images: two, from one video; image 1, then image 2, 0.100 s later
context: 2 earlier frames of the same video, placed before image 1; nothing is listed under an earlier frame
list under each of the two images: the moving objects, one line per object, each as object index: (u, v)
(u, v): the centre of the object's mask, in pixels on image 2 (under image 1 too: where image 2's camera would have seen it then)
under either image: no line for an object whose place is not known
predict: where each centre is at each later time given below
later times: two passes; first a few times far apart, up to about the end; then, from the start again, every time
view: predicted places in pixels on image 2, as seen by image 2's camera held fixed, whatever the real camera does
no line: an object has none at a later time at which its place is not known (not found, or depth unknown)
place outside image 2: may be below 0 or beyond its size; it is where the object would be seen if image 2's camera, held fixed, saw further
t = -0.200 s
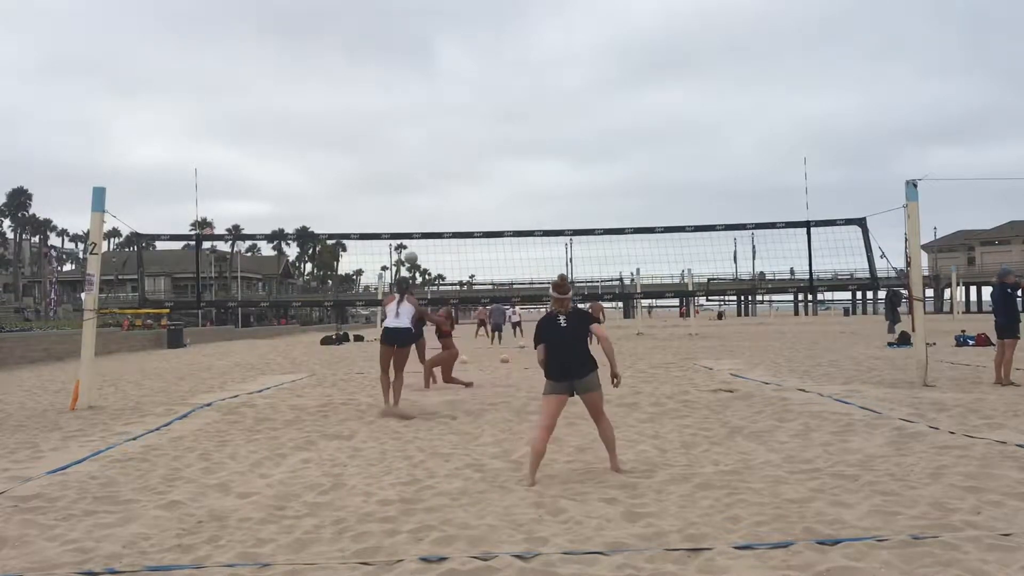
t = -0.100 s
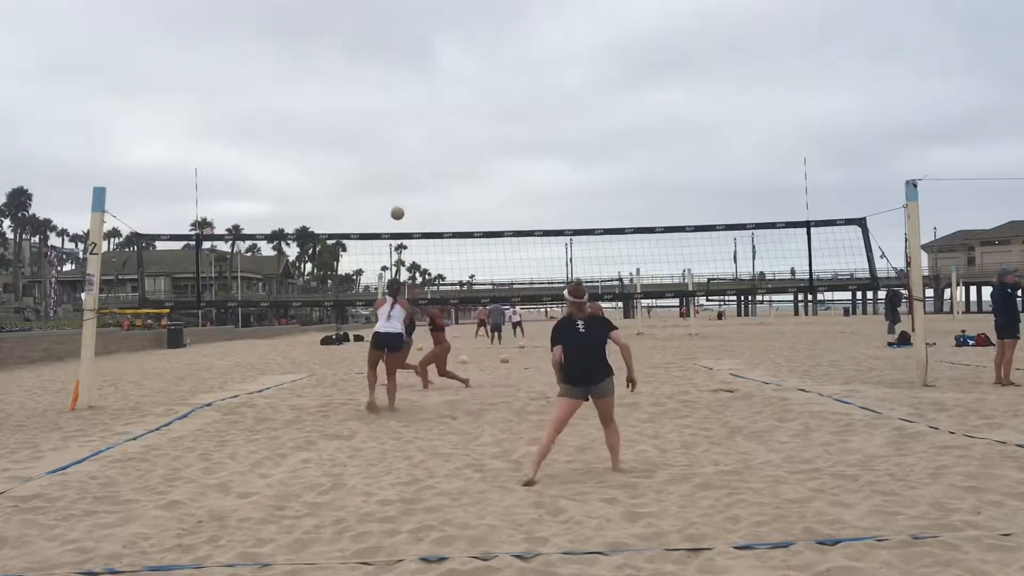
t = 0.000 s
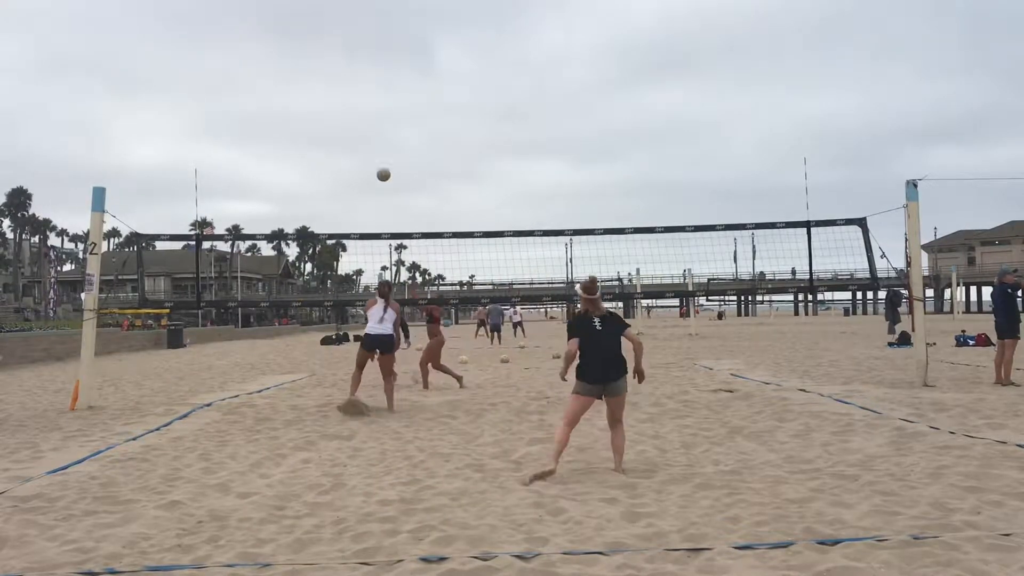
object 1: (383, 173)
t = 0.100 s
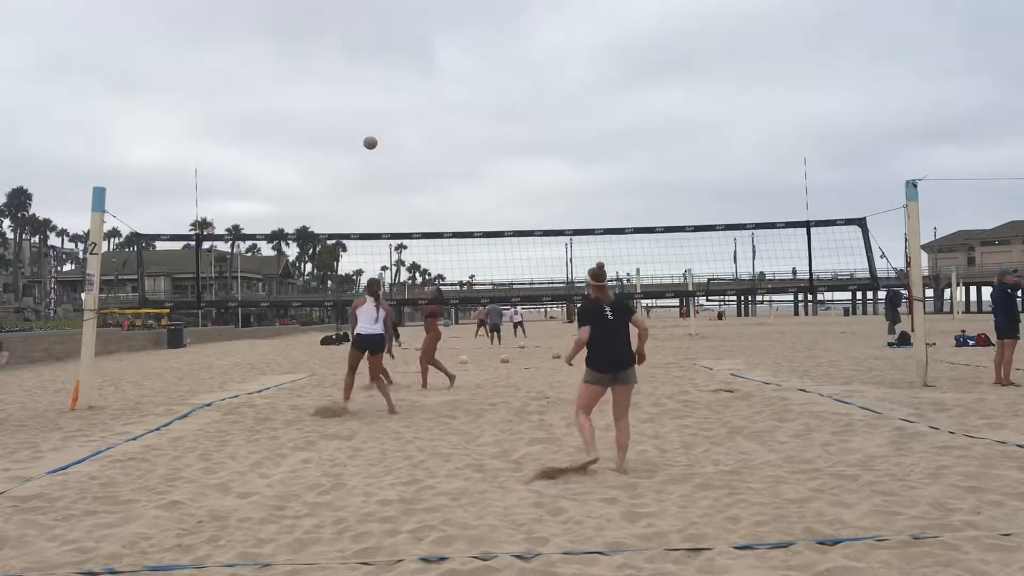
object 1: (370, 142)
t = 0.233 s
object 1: (353, 109)
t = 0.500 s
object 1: (319, 75)
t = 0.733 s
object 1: (291, 81)
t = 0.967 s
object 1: (262, 121)
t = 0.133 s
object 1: (366, 133)
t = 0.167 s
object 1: (361, 124)
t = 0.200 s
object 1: (357, 116)
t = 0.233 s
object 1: (353, 109)
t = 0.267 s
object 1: (349, 102)
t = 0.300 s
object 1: (344, 96)
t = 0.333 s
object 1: (340, 91)
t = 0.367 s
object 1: (336, 86)
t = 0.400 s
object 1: (332, 82)
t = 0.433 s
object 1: (328, 79)
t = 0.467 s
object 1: (323, 77)
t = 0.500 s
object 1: (319, 75)
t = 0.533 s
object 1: (315, 74)
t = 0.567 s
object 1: (311, 73)
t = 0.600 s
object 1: (307, 73)
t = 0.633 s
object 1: (303, 74)
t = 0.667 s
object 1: (299, 76)
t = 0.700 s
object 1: (295, 78)
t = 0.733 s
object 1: (291, 81)
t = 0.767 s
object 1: (287, 85)
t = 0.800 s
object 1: (282, 89)
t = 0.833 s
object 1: (279, 94)
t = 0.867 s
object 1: (274, 100)
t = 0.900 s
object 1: (270, 105)
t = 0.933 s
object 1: (266, 113)
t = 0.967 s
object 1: (262, 121)
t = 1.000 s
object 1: (258, 129)
